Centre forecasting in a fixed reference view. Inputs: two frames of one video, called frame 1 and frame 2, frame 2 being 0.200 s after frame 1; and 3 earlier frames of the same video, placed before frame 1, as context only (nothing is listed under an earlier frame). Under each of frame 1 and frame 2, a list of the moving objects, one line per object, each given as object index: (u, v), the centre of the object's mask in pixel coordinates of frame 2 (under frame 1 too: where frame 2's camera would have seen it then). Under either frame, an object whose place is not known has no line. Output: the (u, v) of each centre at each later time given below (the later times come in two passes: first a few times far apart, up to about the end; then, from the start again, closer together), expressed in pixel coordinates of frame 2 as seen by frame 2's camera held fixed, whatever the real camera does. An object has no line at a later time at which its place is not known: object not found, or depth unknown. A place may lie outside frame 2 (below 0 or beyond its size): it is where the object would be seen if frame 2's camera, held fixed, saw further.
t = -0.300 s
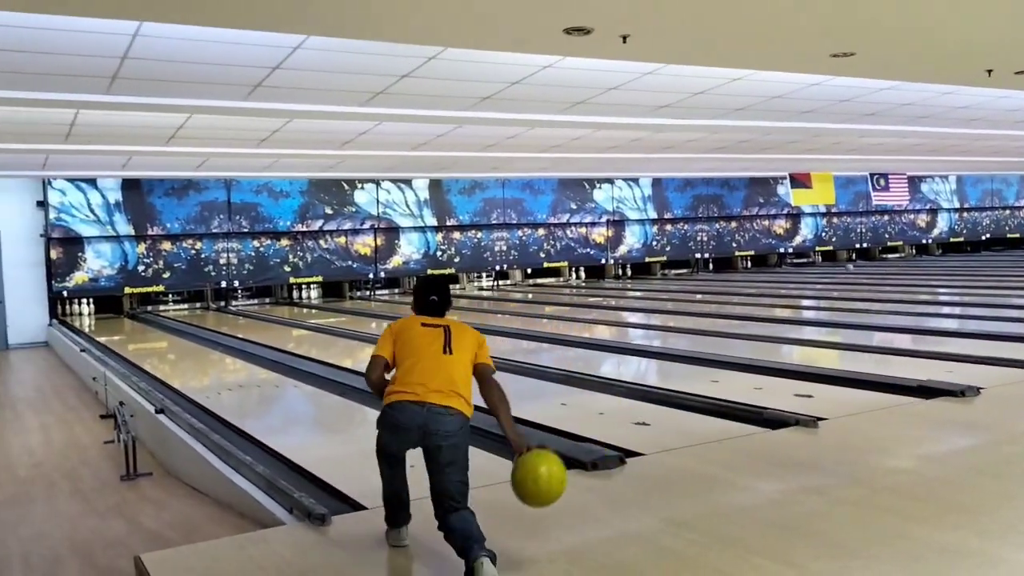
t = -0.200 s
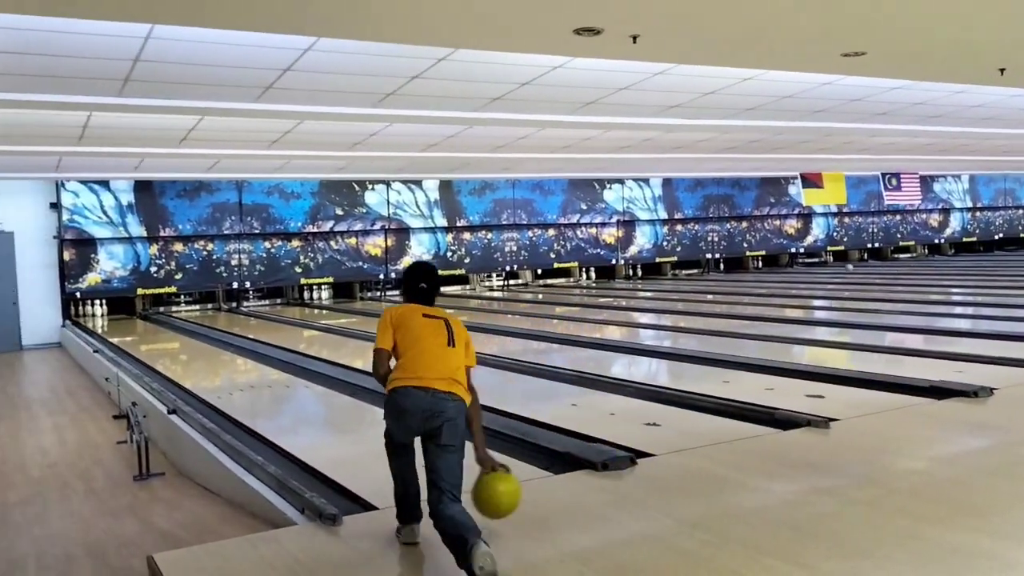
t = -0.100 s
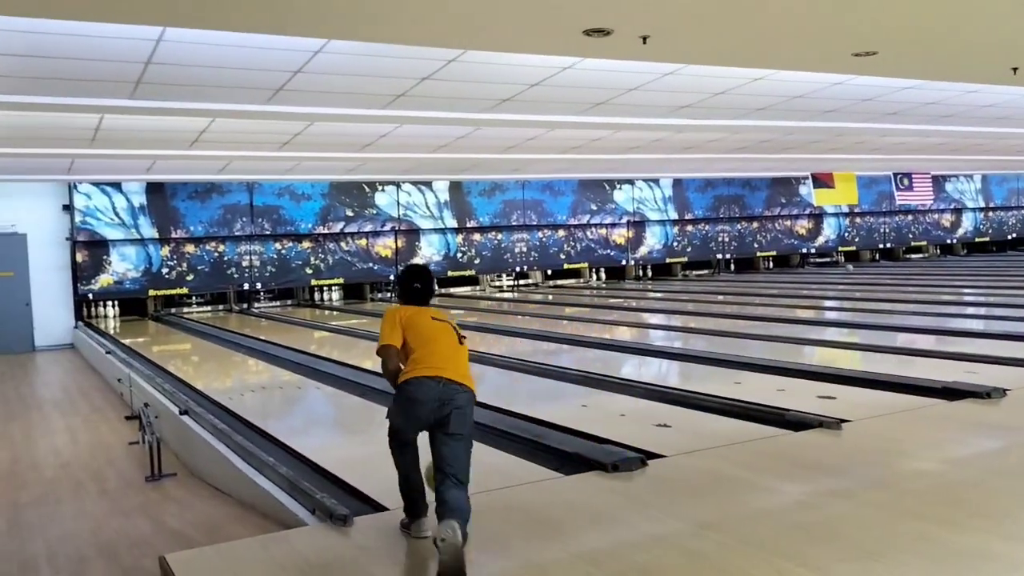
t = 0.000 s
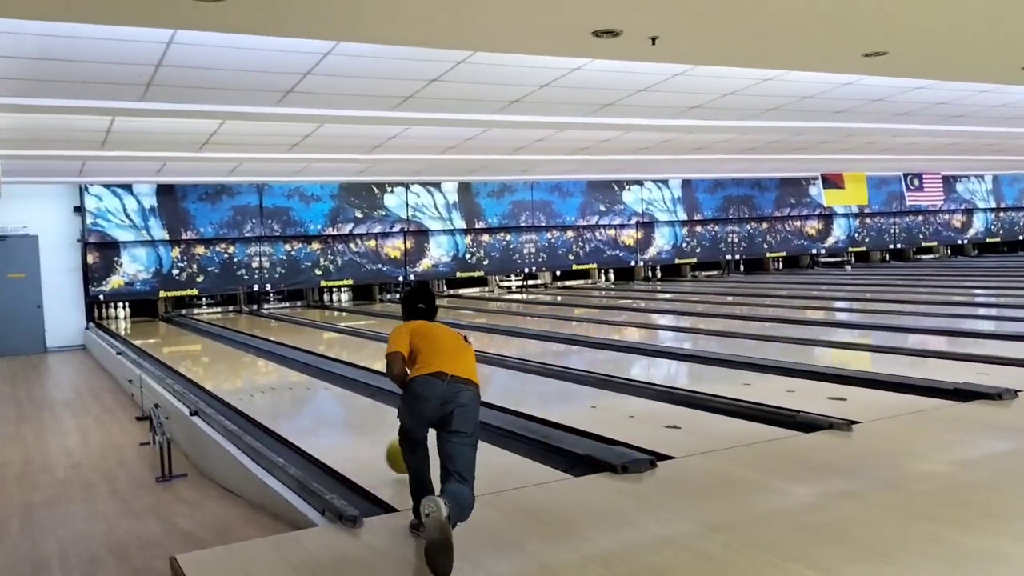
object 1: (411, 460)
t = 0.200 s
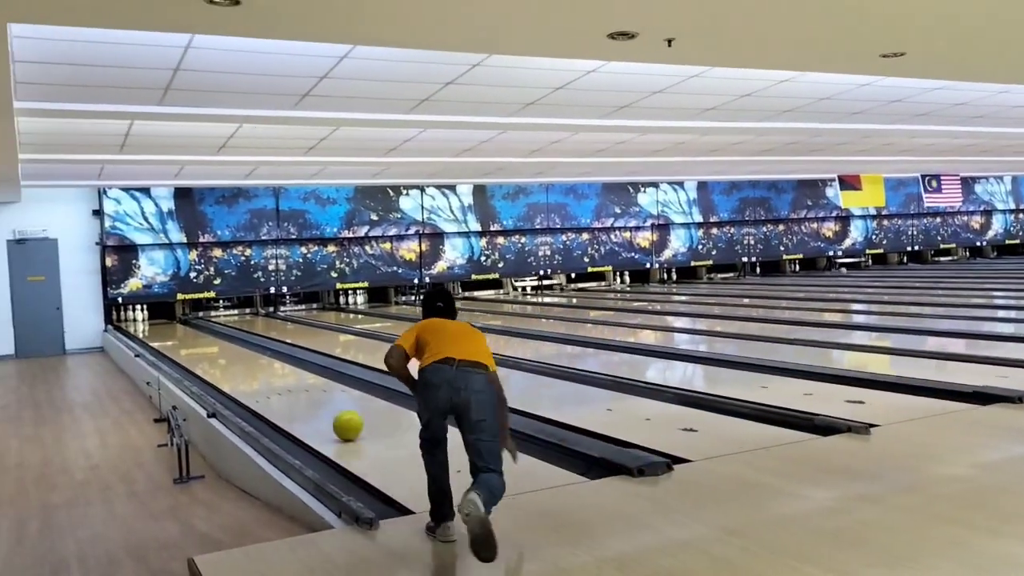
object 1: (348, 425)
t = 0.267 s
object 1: (330, 416)
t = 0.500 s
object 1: (281, 391)
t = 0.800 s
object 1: (239, 368)
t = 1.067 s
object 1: (213, 354)
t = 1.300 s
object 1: (195, 345)
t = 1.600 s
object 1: (178, 336)
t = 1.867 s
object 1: (165, 330)
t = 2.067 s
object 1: (158, 326)
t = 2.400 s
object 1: (149, 321)
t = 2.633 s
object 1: (142, 320)
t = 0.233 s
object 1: (338, 421)
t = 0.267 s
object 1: (330, 416)
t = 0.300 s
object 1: (321, 412)
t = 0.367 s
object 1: (306, 404)
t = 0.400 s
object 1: (300, 400)
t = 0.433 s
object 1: (293, 397)
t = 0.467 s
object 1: (287, 394)
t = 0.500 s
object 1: (281, 391)
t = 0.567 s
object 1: (270, 385)
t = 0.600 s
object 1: (265, 382)
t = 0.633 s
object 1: (260, 379)
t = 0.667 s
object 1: (255, 377)
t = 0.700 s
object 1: (251, 375)
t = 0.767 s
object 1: (243, 370)
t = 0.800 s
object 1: (239, 368)
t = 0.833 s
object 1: (235, 366)
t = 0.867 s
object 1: (232, 364)
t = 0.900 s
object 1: (228, 362)
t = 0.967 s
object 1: (222, 359)
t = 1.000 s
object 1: (219, 357)
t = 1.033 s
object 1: (216, 356)
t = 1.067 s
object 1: (213, 354)
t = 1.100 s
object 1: (210, 353)
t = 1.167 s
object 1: (205, 350)
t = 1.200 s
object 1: (203, 349)
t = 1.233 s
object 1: (200, 347)
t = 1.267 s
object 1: (197, 346)
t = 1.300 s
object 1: (195, 345)
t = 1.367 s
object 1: (191, 343)
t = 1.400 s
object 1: (189, 341)
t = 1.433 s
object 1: (187, 341)
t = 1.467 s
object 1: (185, 340)
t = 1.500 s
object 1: (183, 339)
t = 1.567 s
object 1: (179, 337)
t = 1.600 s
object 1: (178, 336)
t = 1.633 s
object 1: (176, 335)
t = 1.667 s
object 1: (174, 334)
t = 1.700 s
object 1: (173, 333)
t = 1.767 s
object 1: (170, 332)
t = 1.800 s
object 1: (168, 331)
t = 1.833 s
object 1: (167, 330)
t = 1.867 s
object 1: (165, 330)
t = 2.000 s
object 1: (161, 327)
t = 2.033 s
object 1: (159, 327)
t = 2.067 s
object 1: (158, 326)
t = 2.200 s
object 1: (154, 324)
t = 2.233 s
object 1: (154, 323)
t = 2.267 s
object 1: (152, 323)
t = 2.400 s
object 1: (149, 321)
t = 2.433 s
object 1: (148, 320)
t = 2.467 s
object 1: (147, 320)
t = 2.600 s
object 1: (143, 319)
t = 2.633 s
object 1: (142, 320)
